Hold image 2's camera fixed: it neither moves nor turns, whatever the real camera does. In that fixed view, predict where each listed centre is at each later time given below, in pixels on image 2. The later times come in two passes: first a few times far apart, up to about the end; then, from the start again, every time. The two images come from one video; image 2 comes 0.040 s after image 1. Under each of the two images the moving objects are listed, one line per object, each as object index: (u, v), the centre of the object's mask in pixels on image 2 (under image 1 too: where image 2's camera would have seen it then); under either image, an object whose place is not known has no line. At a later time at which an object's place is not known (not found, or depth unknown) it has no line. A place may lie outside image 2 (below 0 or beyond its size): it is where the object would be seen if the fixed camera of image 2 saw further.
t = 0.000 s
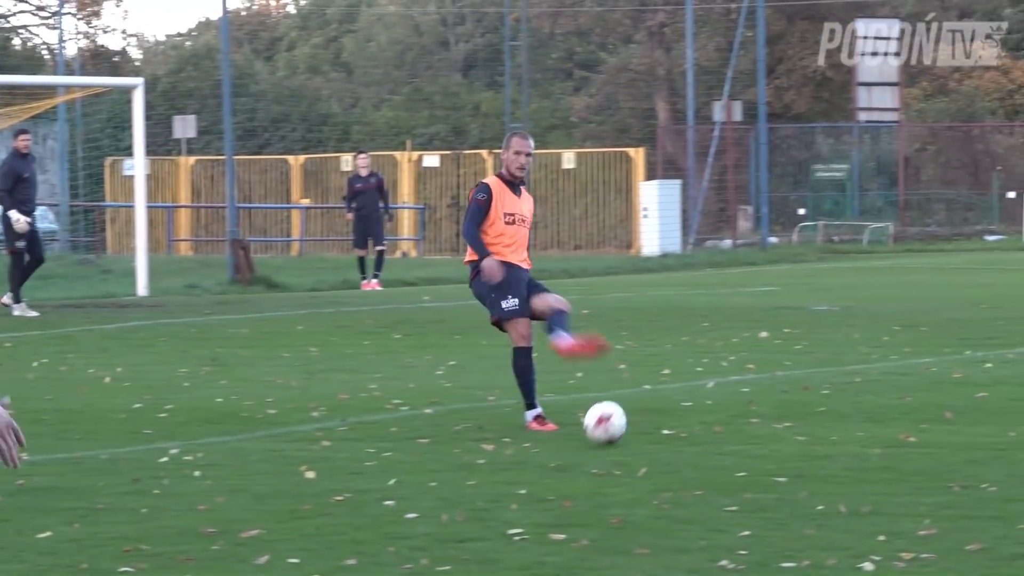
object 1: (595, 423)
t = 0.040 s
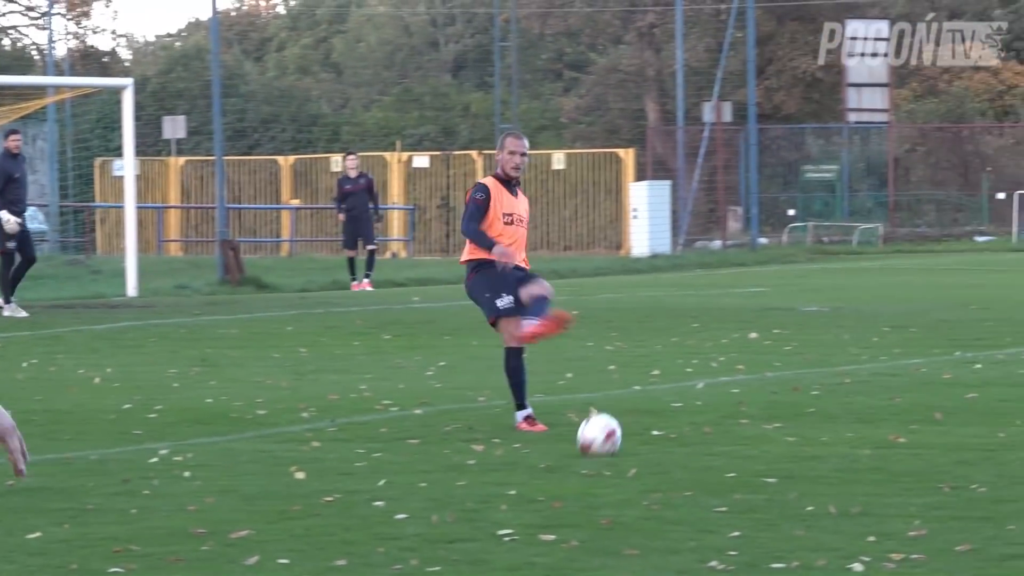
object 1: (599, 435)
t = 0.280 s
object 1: (616, 489)
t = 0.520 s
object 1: (609, 558)
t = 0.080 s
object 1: (602, 441)
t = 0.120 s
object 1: (606, 443)
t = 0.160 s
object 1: (609, 448)
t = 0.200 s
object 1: (612, 457)
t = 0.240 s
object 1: (615, 471)
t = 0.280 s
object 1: (616, 489)
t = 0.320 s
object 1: (617, 498)
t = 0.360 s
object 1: (617, 503)
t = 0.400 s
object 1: (617, 513)
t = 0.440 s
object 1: (616, 529)
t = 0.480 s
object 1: (614, 549)
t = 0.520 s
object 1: (609, 558)
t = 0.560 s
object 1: (606, 566)
